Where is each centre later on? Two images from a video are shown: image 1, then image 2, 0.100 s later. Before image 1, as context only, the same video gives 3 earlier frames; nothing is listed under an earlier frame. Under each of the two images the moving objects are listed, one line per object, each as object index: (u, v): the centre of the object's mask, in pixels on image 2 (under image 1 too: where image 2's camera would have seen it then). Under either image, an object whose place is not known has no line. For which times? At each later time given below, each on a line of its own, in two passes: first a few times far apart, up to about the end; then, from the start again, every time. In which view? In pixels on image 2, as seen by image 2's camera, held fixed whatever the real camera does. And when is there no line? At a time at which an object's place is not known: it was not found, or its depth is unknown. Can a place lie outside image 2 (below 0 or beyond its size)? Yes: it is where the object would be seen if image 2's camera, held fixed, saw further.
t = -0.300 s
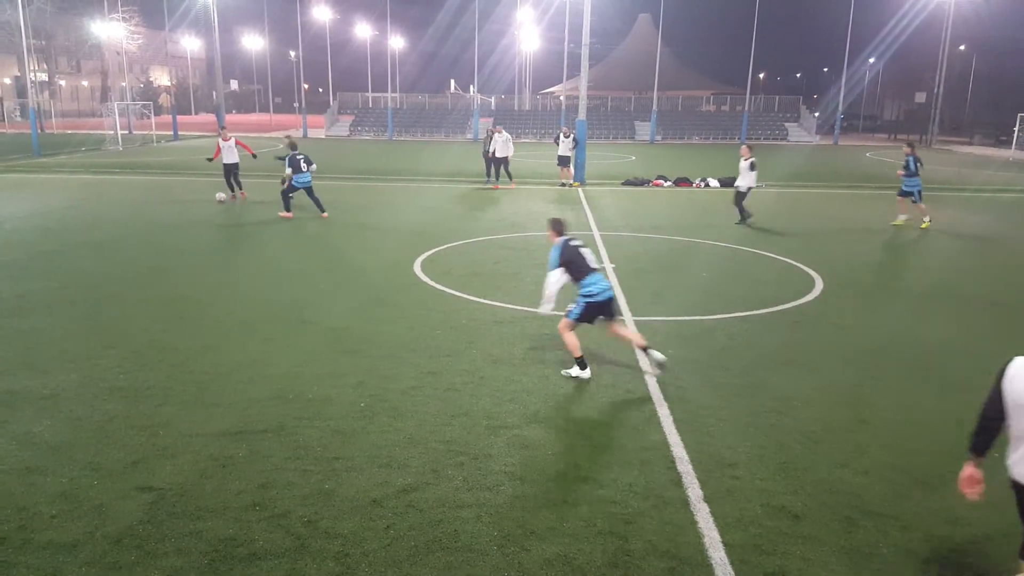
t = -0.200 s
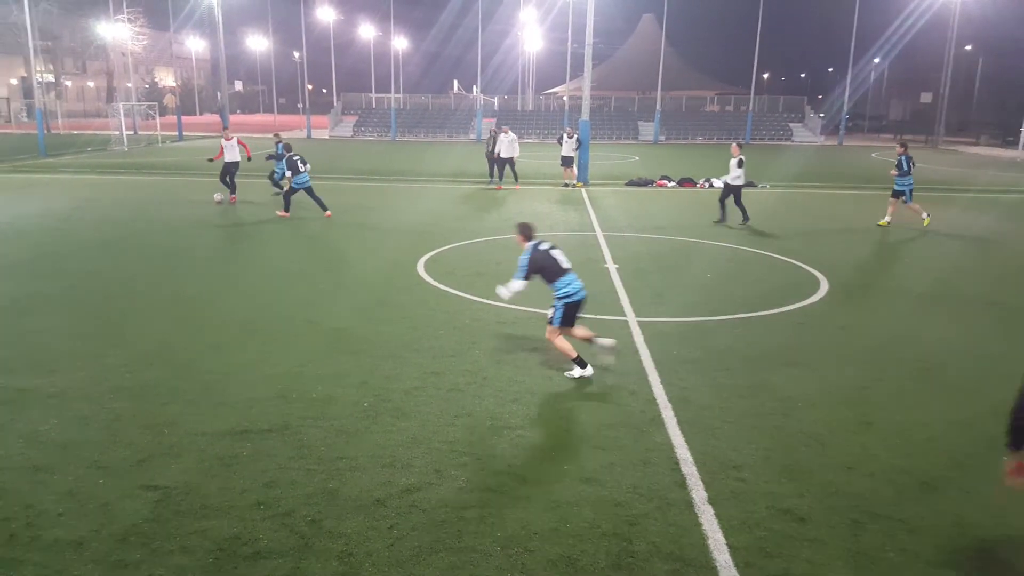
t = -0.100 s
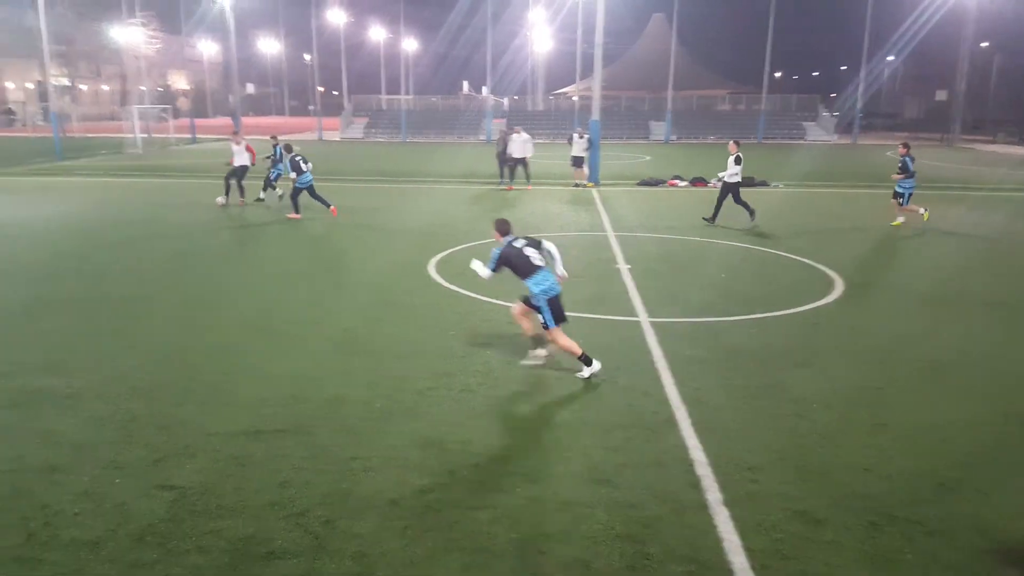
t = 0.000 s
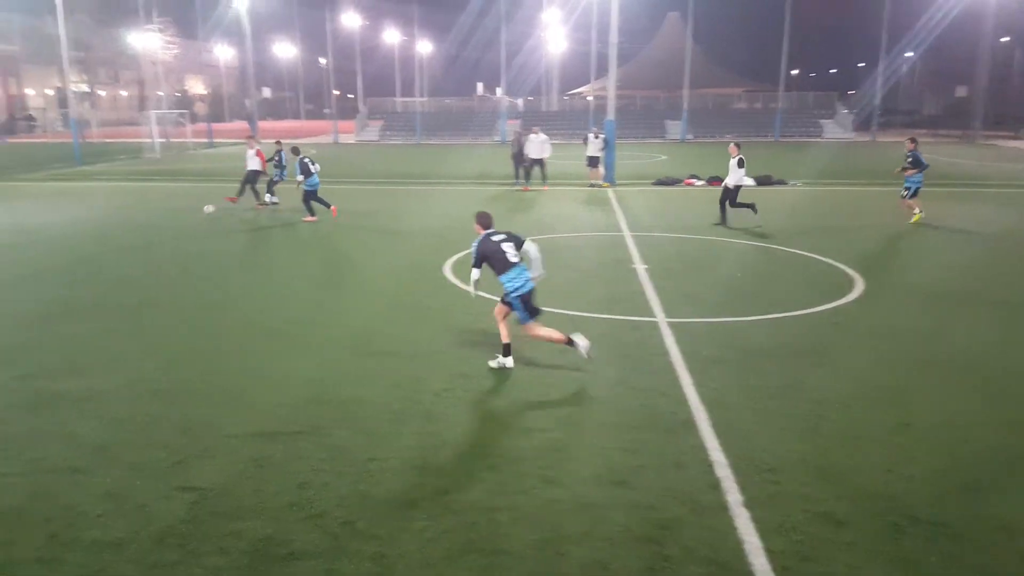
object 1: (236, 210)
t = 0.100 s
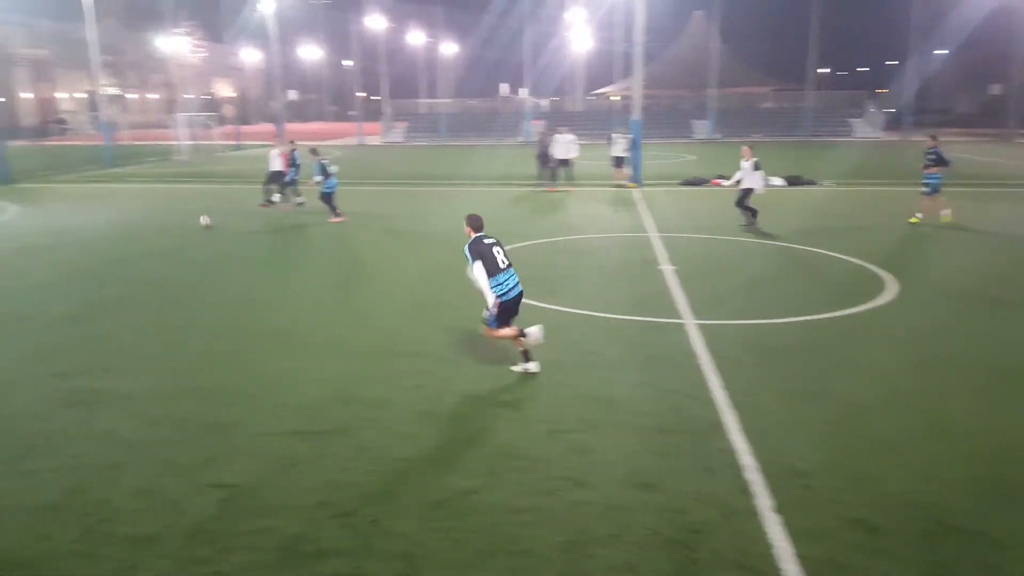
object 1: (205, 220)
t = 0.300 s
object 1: (131, 237)
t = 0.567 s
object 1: (9, 270)
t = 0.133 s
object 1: (194, 223)
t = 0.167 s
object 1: (182, 225)
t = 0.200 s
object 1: (169, 225)
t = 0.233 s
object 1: (157, 229)
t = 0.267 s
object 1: (145, 233)
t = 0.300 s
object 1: (131, 237)
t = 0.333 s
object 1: (118, 243)
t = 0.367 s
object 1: (105, 248)
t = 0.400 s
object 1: (90, 251)
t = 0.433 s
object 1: (75, 253)
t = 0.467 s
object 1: (60, 256)
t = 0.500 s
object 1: (43, 259)
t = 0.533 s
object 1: (27, 265)
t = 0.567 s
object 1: (9, 270)
